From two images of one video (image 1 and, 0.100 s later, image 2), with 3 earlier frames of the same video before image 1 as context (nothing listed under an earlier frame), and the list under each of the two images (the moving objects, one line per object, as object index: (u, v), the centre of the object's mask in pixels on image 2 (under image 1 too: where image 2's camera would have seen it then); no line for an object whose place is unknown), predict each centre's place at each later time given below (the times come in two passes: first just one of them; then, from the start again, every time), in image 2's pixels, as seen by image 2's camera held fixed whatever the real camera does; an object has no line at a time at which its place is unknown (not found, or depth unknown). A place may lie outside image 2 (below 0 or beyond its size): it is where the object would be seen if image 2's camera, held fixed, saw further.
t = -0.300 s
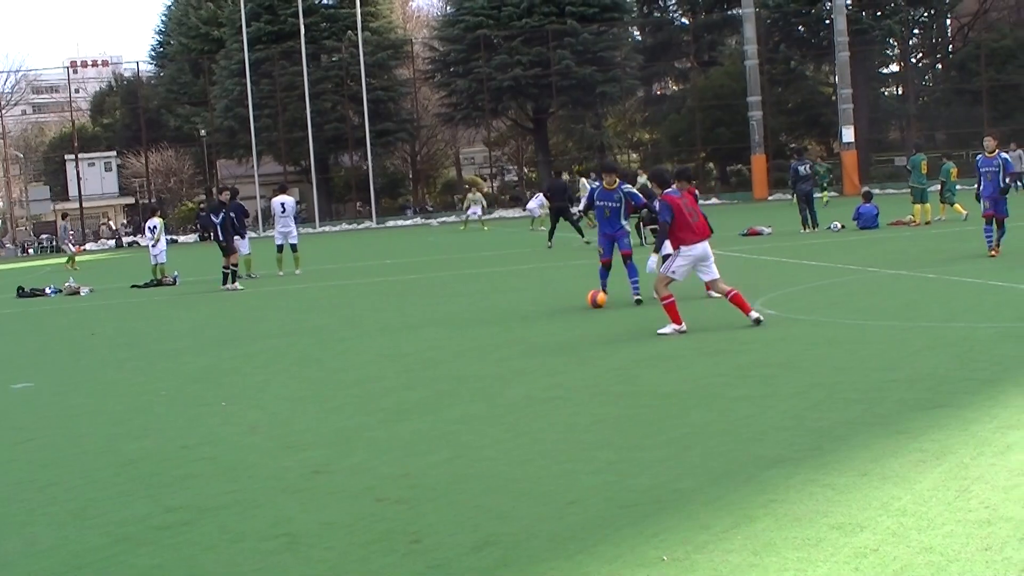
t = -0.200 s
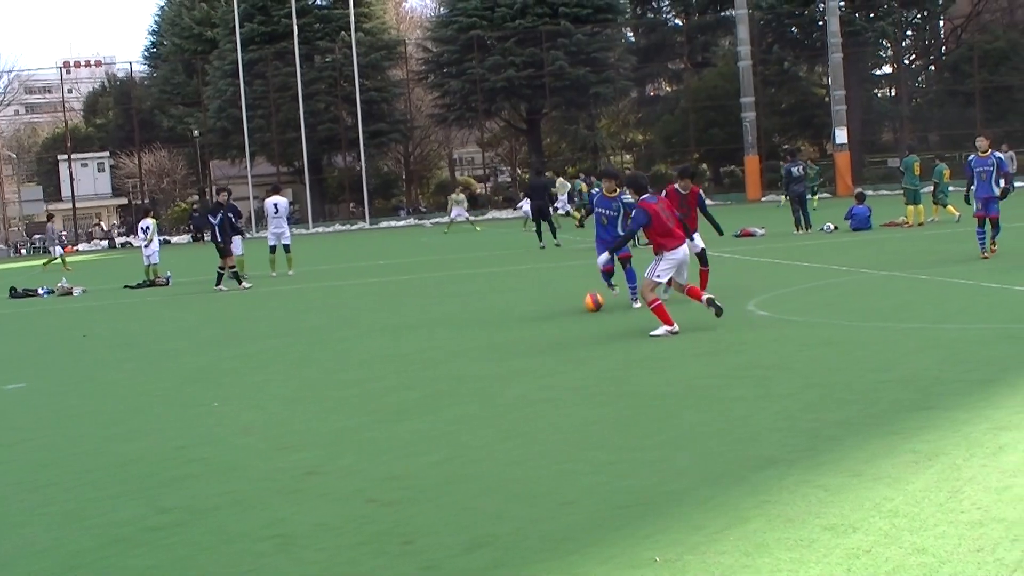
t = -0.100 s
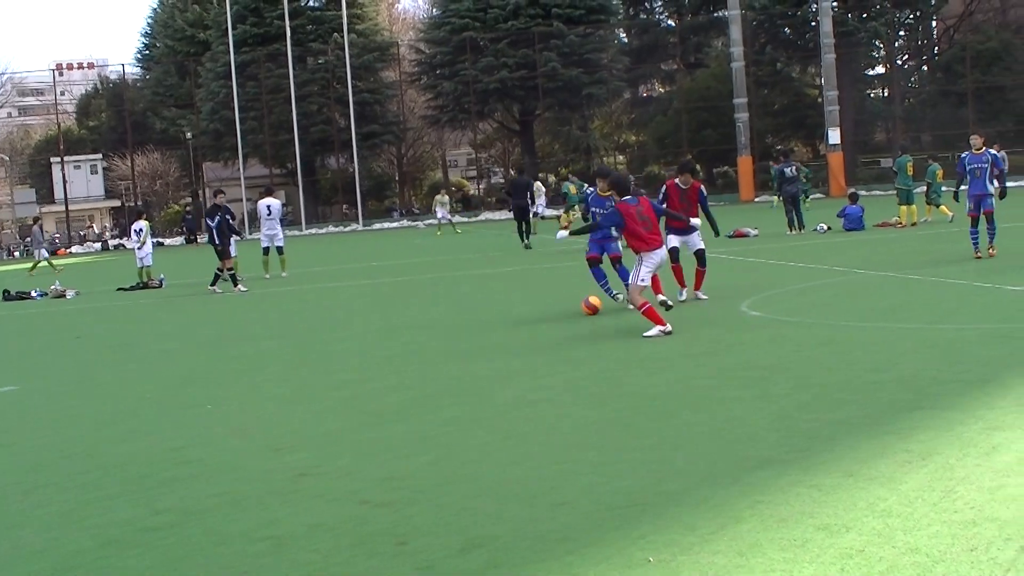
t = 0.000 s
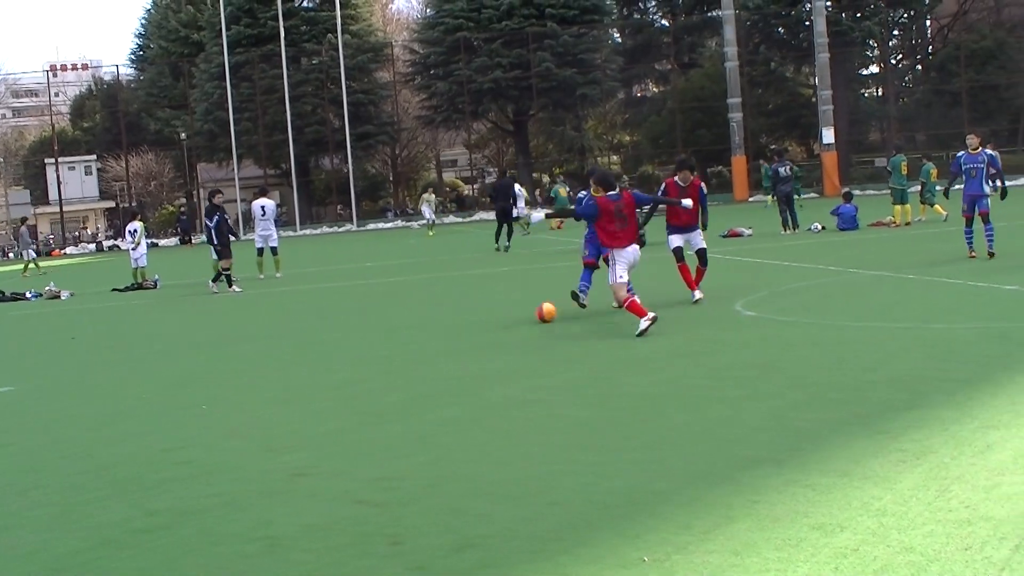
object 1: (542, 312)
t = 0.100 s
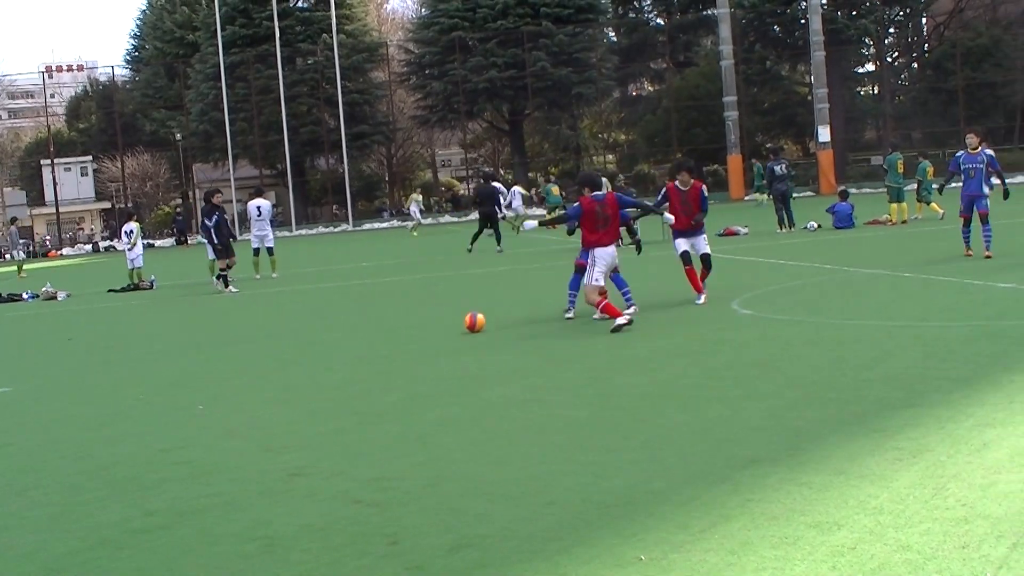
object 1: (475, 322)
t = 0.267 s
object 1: (366, 338)
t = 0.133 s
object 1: (452, 326)
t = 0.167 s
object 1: (430, 329)
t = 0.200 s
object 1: (409, 332)
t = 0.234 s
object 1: (387, 335)
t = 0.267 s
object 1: (366, 338)
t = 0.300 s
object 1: (346, 340)
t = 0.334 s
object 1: (325, 343)
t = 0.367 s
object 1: (303, 348)
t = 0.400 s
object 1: (283, 351)
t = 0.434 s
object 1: (262, 352)
